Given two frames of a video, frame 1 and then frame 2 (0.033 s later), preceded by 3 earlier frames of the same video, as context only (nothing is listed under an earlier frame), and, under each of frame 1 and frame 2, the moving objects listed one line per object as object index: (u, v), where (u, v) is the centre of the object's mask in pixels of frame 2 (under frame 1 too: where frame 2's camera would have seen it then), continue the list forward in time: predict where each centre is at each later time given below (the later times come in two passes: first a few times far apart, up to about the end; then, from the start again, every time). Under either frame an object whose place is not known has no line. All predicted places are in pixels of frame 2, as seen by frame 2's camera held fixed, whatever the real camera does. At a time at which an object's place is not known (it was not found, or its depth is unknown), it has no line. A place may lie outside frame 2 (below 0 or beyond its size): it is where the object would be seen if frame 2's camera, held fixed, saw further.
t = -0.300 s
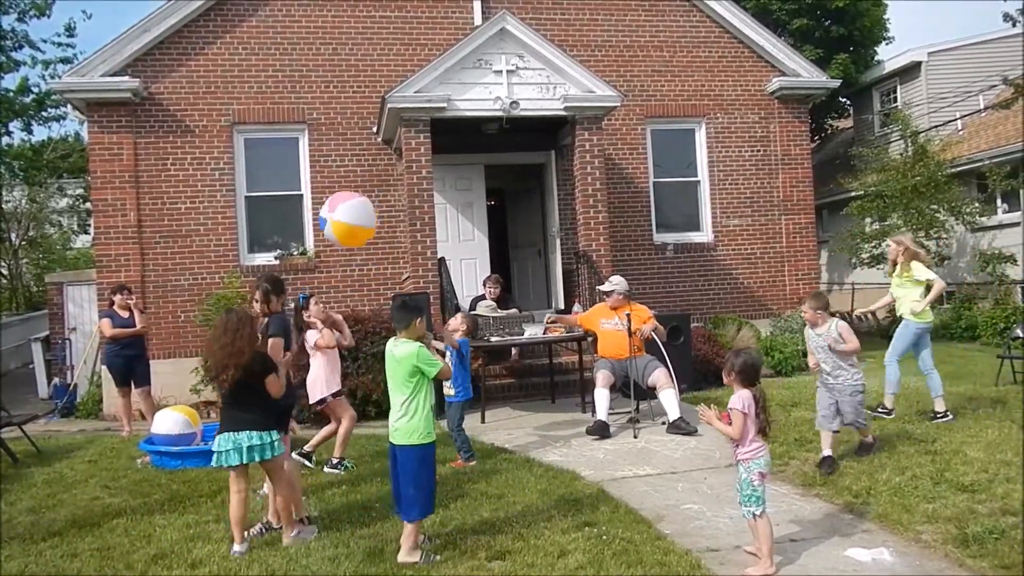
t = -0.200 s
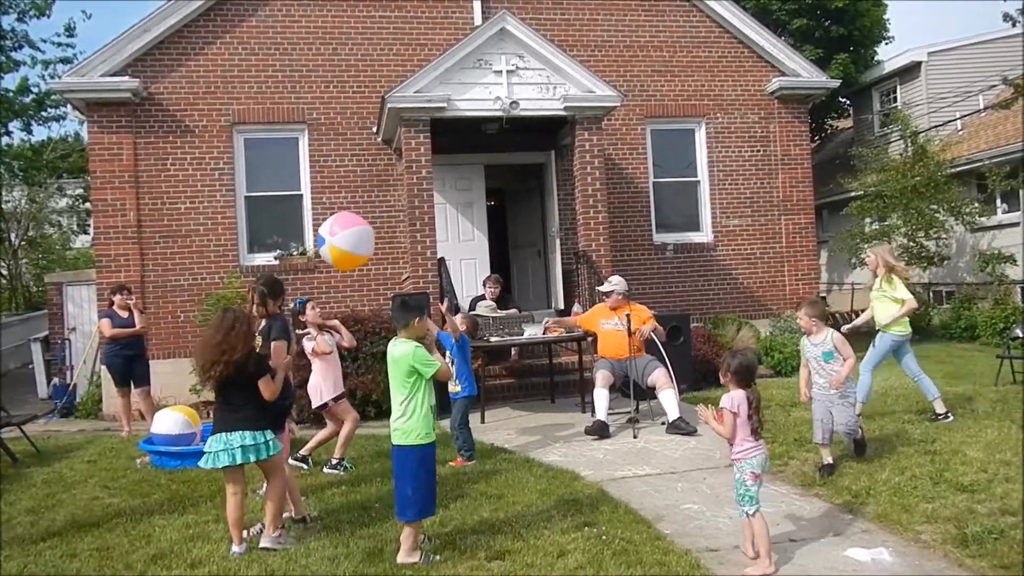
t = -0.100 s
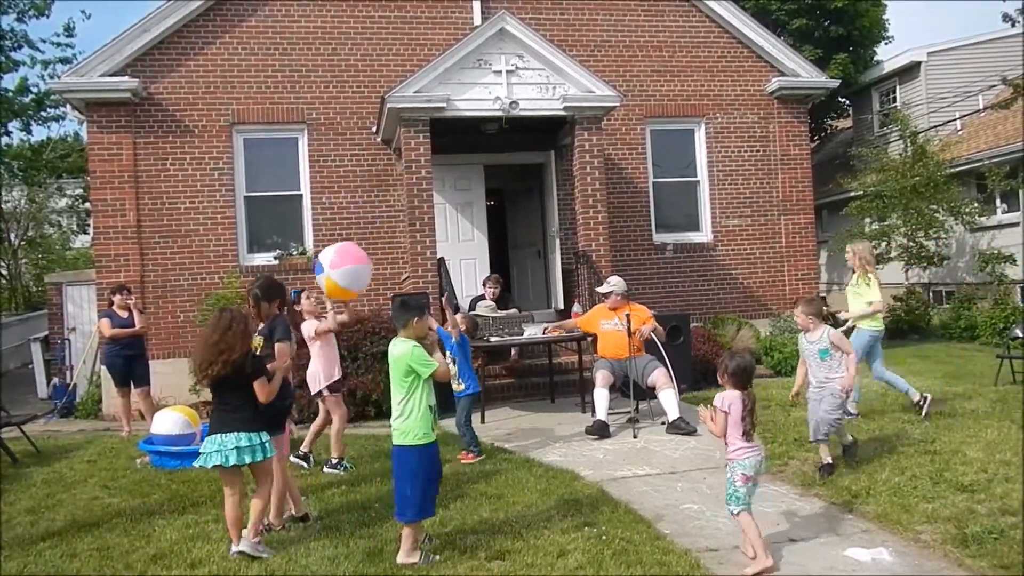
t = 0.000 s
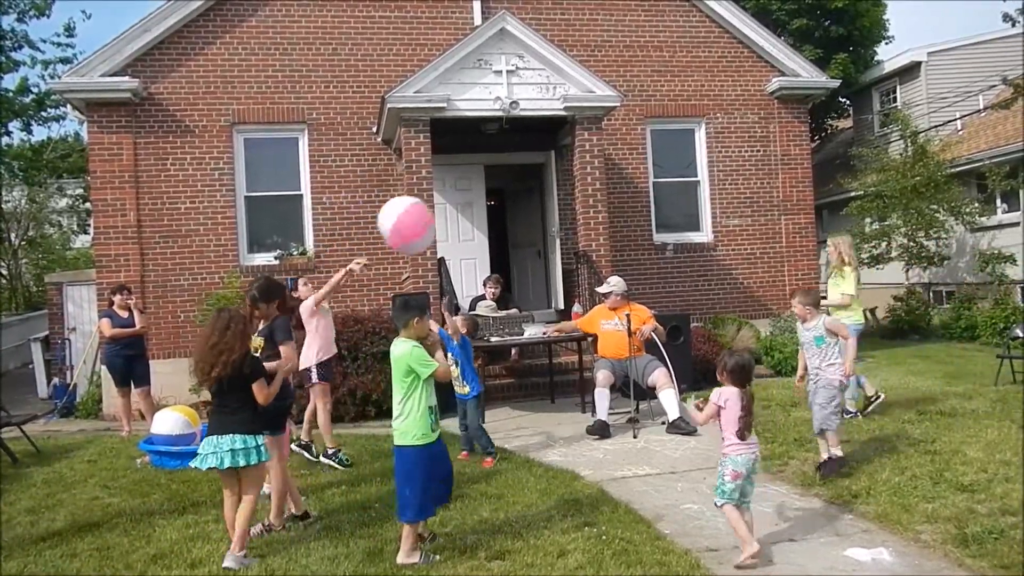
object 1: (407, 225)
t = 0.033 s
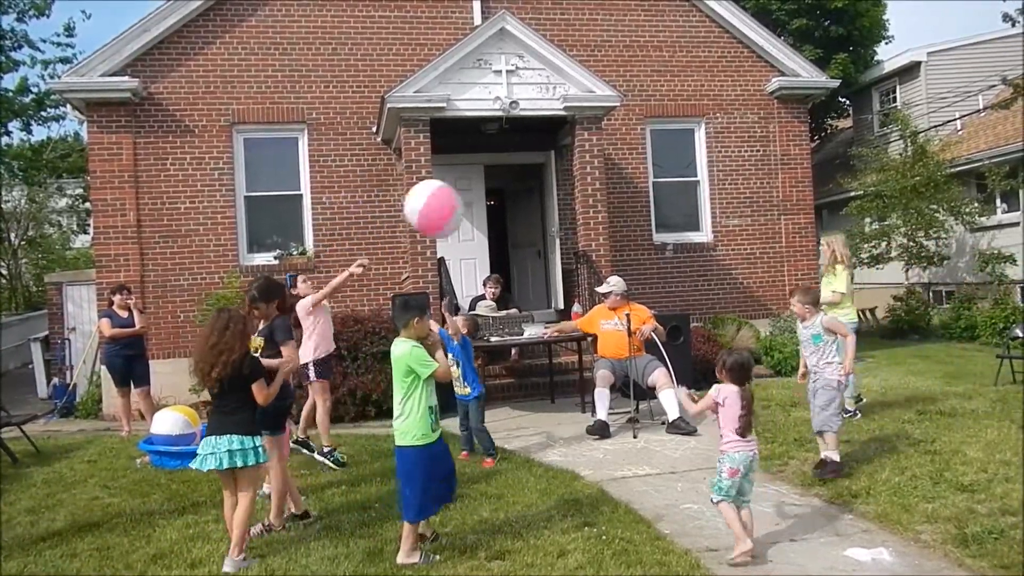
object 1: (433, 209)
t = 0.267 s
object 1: (622, 130)
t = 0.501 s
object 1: (803, 105)
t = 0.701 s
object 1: (972, 132)
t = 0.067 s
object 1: (462, 194)
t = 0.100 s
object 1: (489, 181)
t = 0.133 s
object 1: (516, 169)
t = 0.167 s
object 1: (543, 158)
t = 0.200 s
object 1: (569, 148)
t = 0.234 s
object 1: (595, 139)
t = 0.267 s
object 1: (622, 130)
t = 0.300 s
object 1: (647, 122)
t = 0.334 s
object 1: (673, 117)
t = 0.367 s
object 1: (698, 112)
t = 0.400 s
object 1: (724, 108)
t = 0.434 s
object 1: (750, 106)
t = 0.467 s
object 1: (776, 105)
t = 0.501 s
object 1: (803, 105)
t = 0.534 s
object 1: (829, 106)
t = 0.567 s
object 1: (856, 108)
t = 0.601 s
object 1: (883, 111)
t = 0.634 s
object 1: (912, 117)
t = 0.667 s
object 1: (941, 123)
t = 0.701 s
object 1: (972, 132)
